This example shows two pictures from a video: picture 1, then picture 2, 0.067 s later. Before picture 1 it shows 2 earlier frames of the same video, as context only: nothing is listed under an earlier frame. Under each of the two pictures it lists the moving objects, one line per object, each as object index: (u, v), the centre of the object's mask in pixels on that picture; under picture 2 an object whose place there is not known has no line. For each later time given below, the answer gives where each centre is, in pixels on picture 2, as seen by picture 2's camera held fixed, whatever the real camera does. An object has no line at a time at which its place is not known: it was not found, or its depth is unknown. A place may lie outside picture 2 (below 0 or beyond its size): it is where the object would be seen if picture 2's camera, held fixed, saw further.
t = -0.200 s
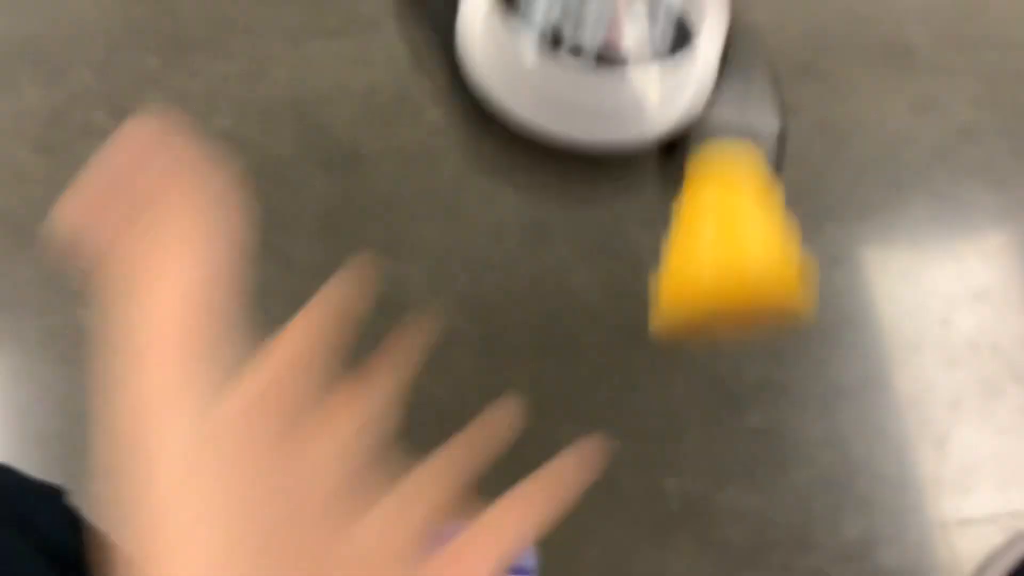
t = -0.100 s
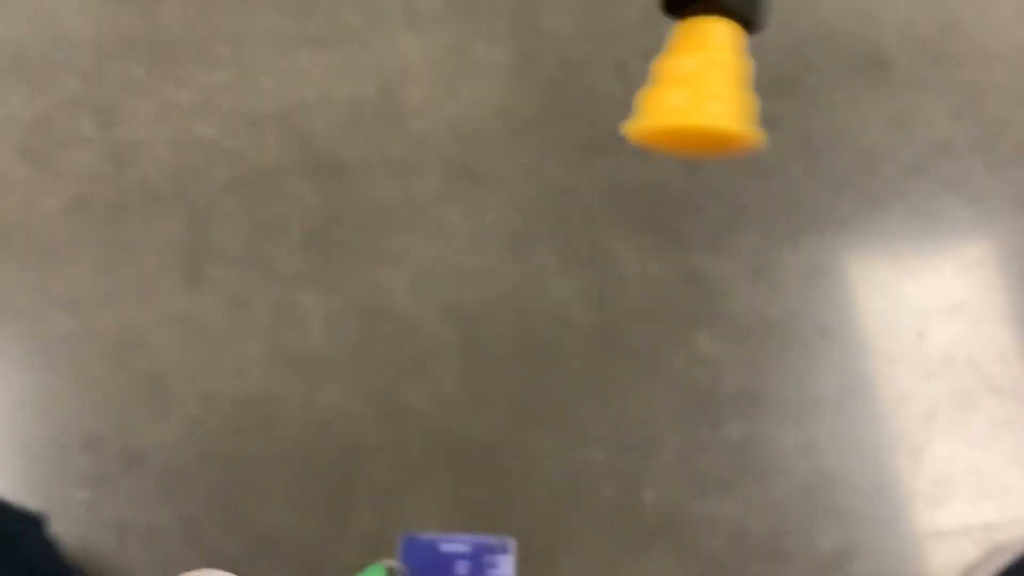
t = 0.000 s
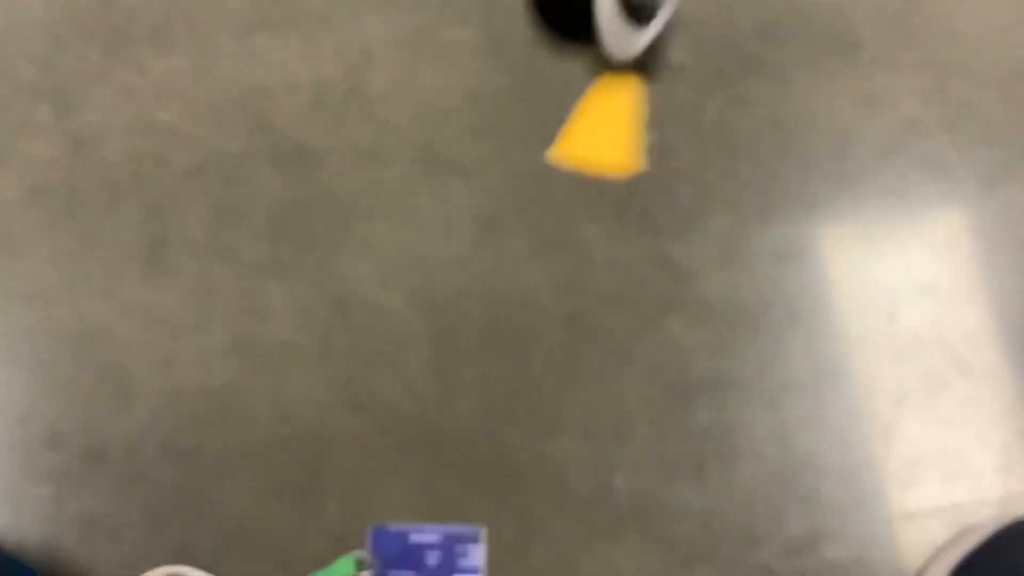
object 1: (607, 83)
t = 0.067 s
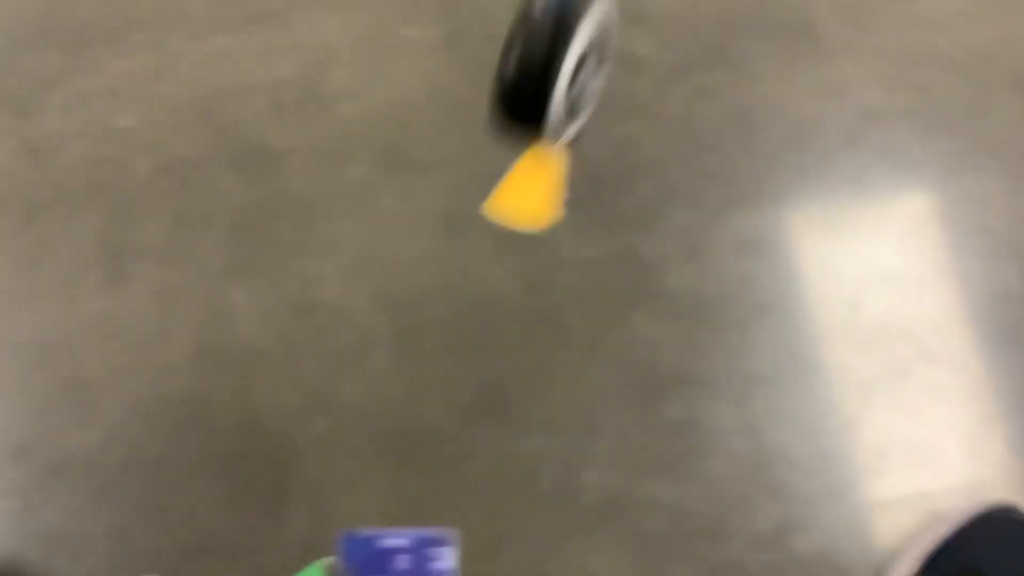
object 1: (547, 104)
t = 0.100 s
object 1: (542, 131)
